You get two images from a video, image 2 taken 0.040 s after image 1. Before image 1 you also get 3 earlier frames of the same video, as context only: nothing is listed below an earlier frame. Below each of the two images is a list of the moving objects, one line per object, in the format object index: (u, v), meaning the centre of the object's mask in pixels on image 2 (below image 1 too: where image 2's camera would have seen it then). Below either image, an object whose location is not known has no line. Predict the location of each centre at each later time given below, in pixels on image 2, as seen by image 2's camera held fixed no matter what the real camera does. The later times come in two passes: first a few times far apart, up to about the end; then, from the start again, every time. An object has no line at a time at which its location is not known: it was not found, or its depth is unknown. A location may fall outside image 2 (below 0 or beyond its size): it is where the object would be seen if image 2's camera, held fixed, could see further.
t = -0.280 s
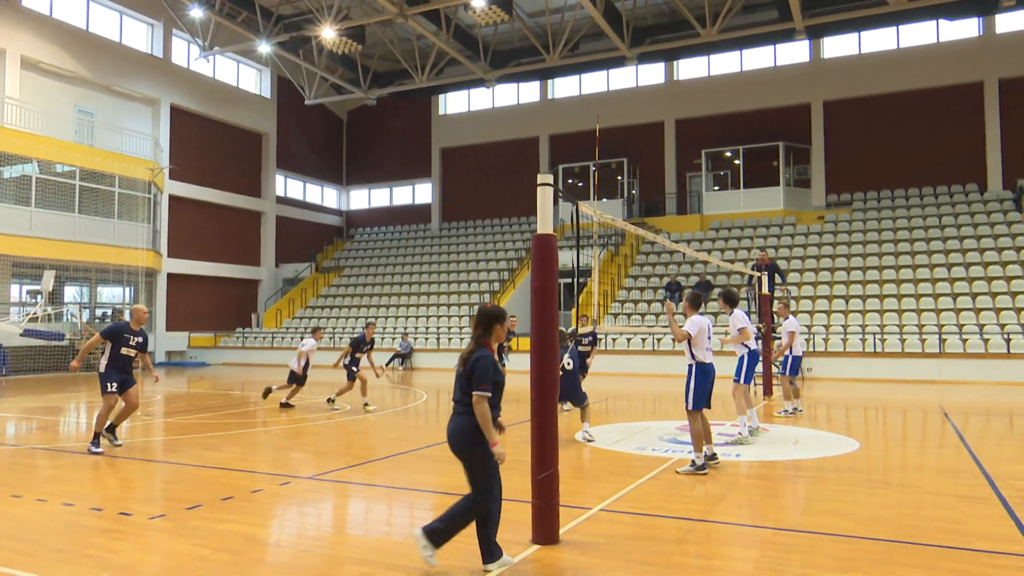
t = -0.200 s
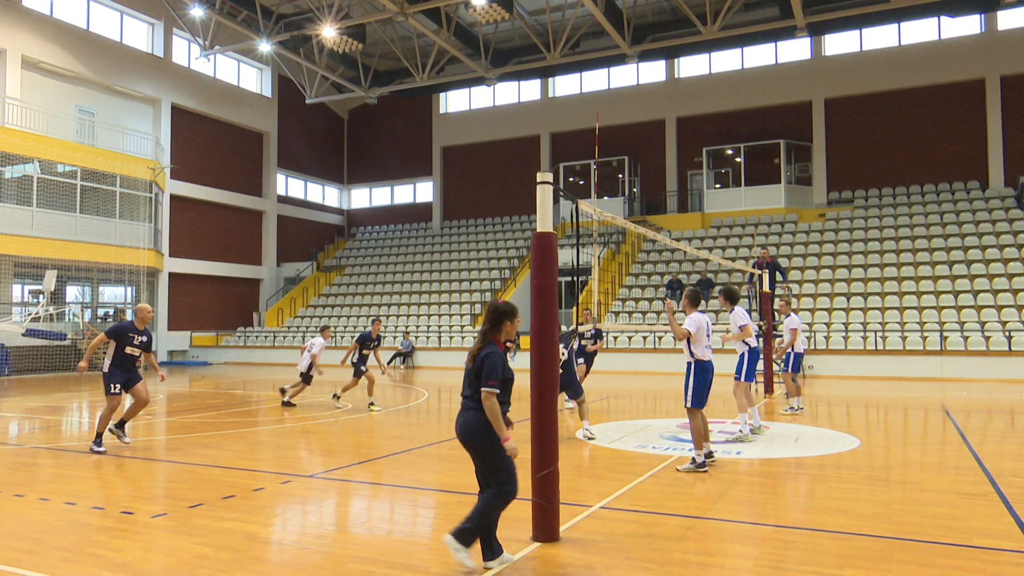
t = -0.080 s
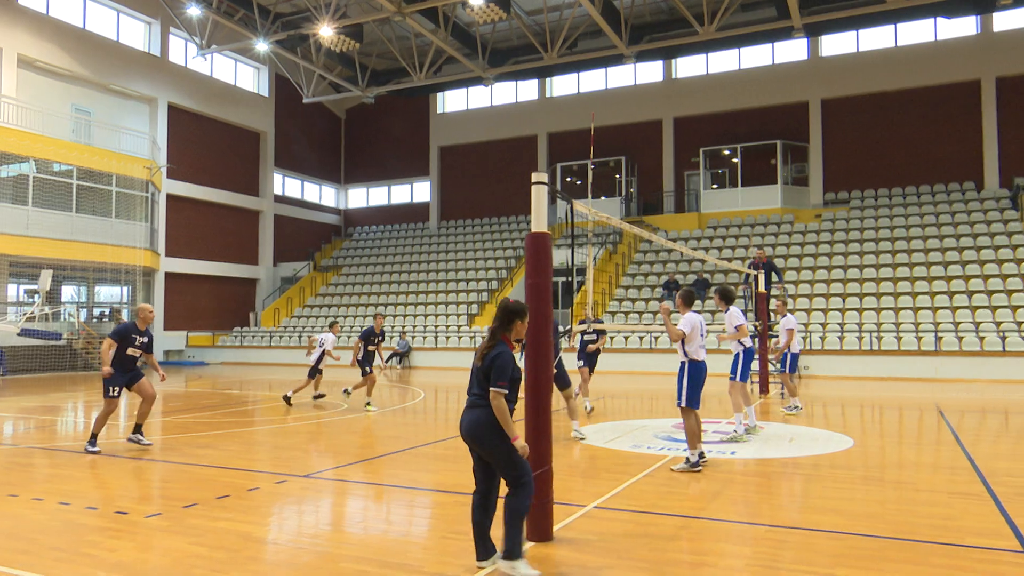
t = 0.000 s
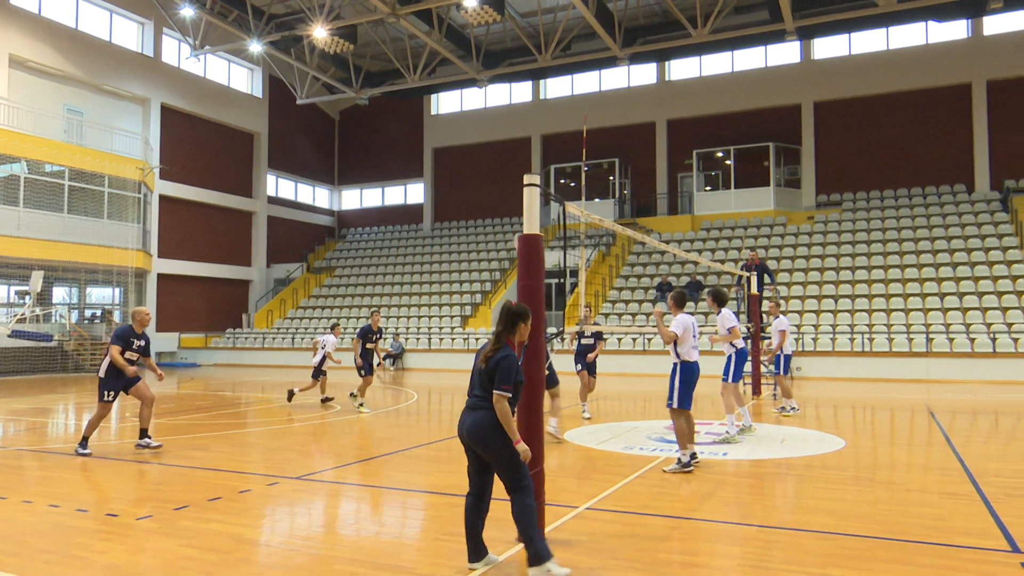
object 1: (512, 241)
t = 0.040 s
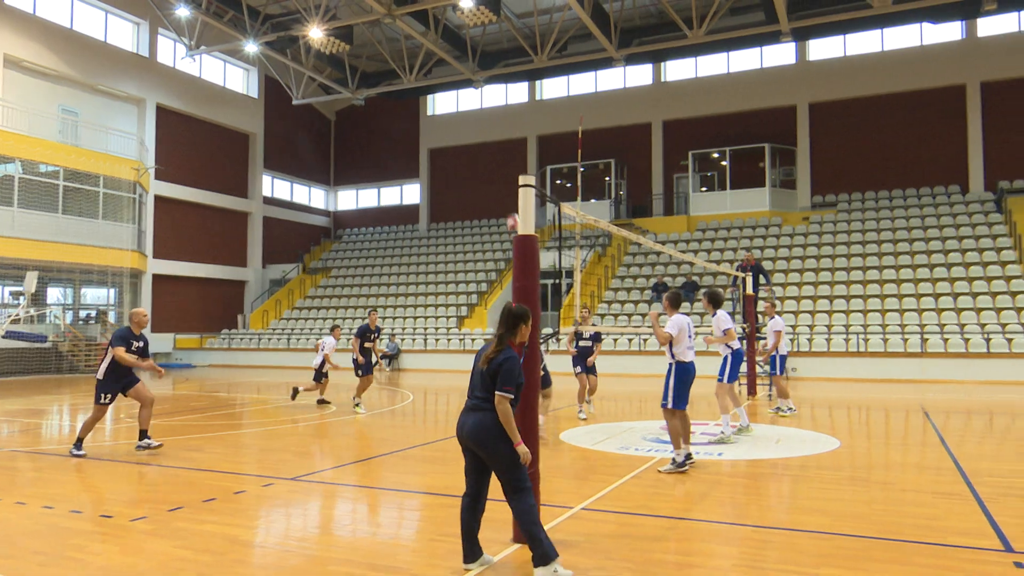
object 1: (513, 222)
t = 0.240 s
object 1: (499, 133)
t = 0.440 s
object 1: (481, 74)
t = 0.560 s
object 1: (469, 52)
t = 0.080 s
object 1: (511, 204)
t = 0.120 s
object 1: (509, 185)
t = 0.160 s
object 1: (506, 167)
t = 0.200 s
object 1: (502, 150)
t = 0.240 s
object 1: (499, 133)
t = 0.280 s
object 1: (496, 119)
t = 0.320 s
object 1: (491, 109)
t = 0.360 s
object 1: (488, 95)
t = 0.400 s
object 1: (483, 83)
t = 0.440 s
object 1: (481, 74)
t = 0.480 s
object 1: (477, 65)
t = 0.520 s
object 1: (473, 58)
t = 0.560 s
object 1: (469, 52)
